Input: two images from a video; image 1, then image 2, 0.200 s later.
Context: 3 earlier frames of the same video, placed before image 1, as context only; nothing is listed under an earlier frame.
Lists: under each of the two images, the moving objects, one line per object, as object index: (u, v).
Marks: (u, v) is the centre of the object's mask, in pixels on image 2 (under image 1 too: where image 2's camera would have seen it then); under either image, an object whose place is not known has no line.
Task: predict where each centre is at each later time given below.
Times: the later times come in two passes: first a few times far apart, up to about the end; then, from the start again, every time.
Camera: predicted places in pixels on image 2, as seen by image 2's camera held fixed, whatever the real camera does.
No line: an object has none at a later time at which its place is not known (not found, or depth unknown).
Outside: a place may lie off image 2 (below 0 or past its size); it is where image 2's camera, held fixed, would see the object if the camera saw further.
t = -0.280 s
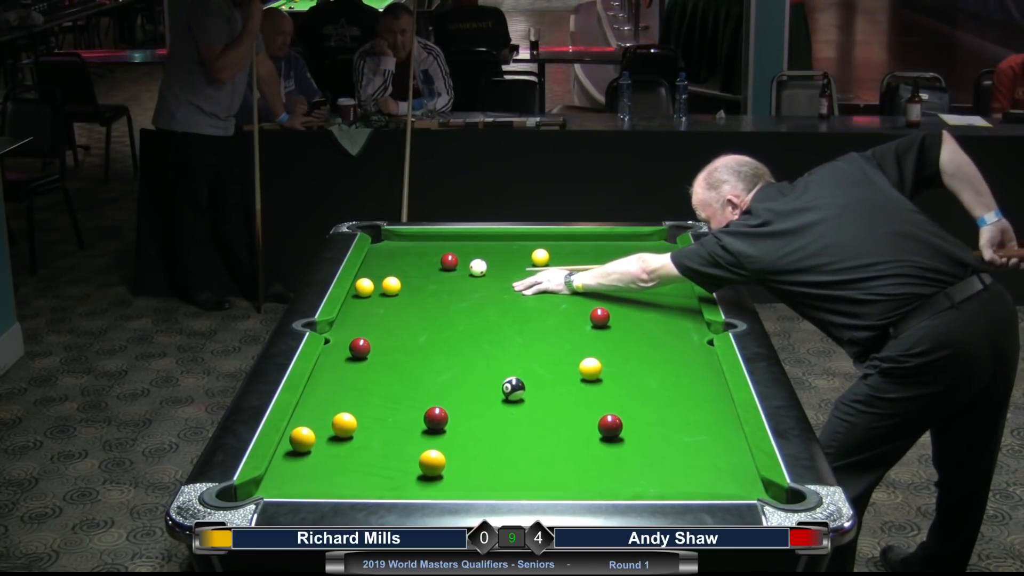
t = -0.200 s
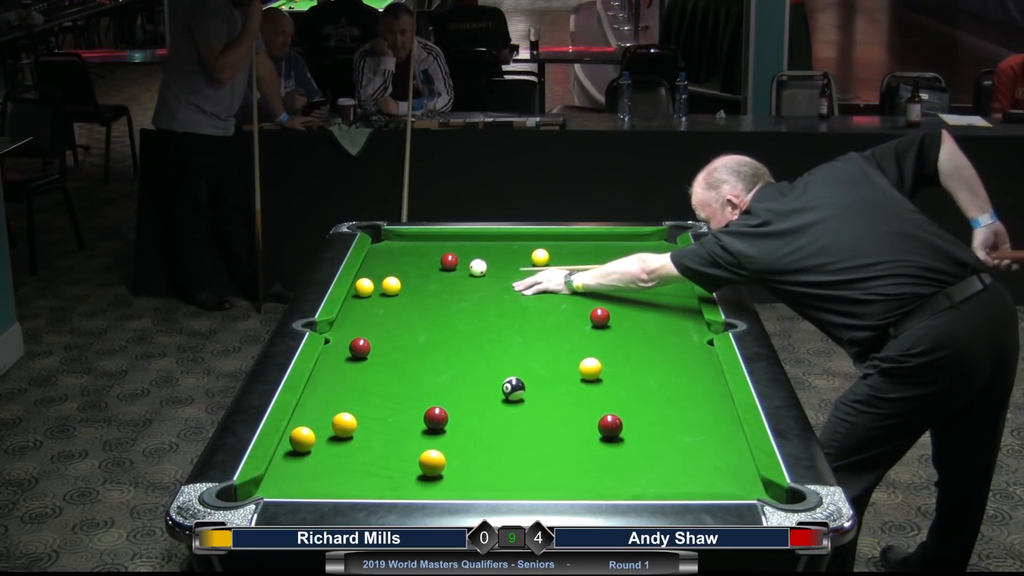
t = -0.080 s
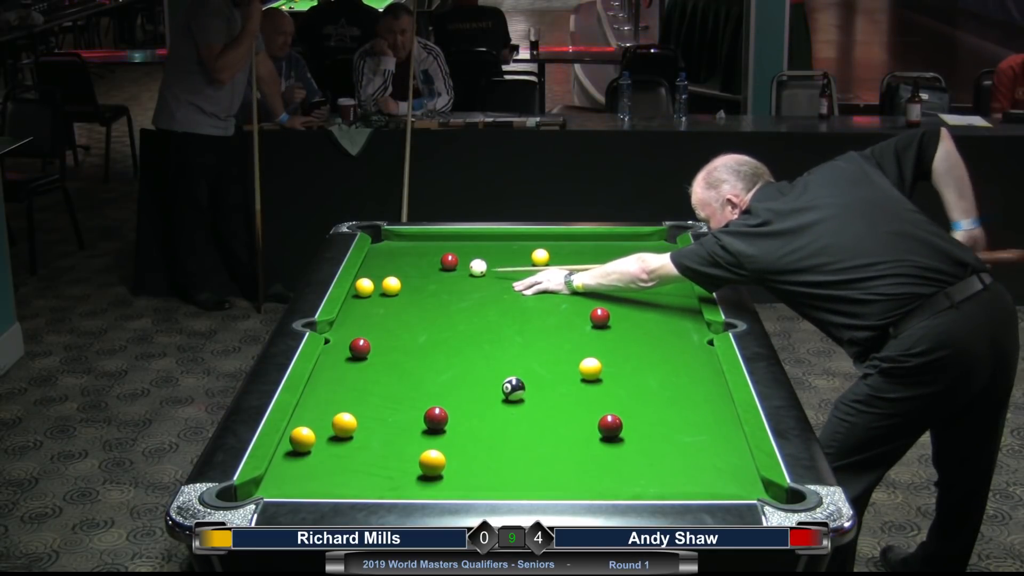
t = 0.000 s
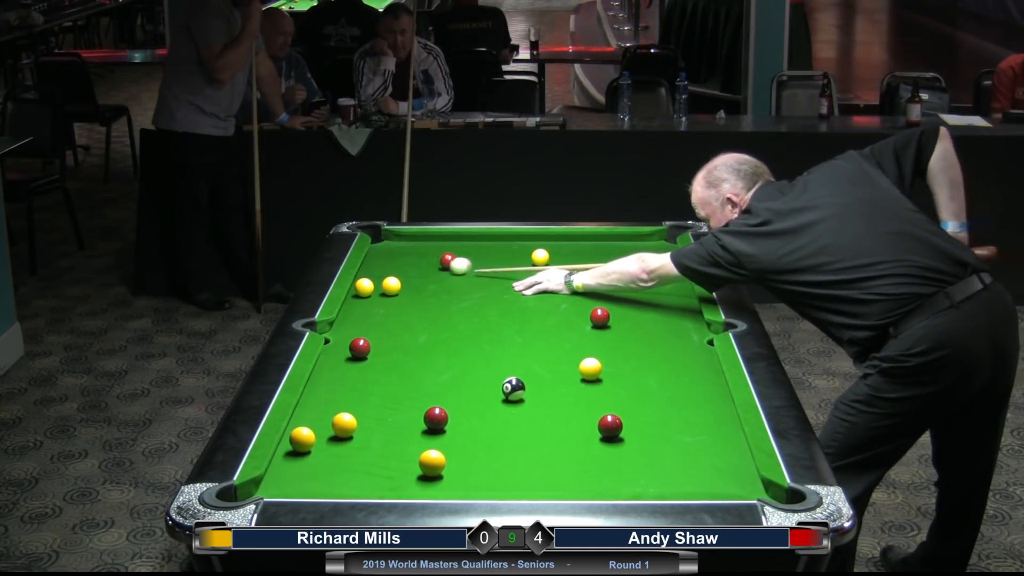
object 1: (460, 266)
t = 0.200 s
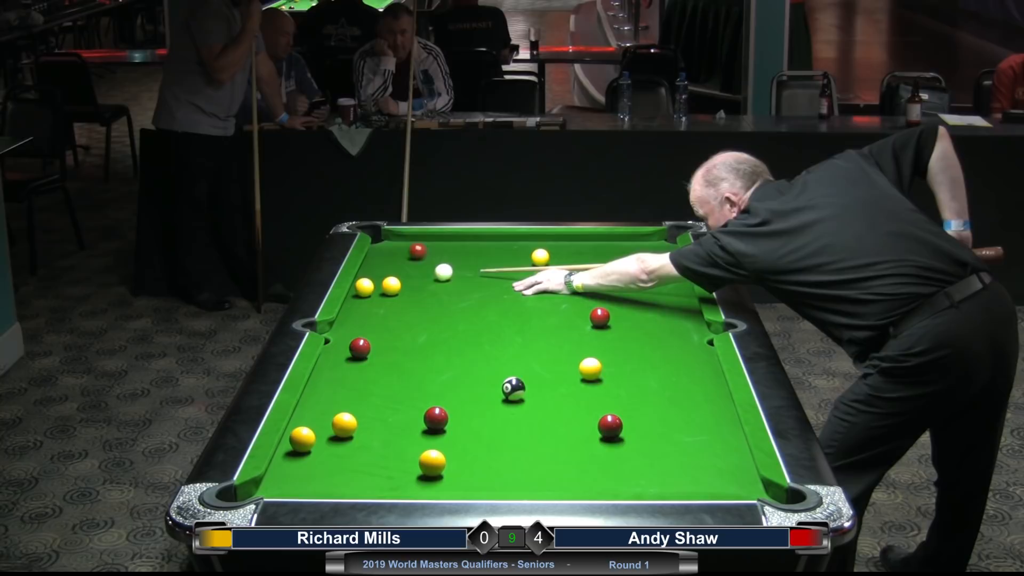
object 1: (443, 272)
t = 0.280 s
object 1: (438, 274)
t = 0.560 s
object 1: (421, 283)
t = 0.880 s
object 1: (402, 292)
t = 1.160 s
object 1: (388, 298)
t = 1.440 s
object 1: (375, 305)
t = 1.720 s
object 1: (363, 310)
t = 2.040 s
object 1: (352, 315)
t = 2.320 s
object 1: (345, 319)
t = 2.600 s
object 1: (347, 321)
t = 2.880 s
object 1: (348, 322)
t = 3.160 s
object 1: (348, 322)
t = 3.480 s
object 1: (348, 322)
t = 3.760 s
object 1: (348, 322)
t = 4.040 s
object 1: (348, 322)
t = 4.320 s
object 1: (348, 322)
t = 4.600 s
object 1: (348, 322)
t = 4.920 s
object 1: (348, 322)
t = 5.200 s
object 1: (348, 322)
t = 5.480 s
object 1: (348, 322)
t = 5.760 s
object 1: (348, 322)
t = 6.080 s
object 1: (348, 322)
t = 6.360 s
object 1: (348, 322)
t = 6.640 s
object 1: (348, 322)
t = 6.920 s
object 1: (348, 322)
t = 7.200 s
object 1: (348, 322)
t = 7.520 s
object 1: (348, 322)
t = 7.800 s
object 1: (348, 322)
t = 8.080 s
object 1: (348, 322)
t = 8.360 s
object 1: (348, 322)
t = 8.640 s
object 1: (348, 322)
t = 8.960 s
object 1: (348, 322)
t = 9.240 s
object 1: (348, 322)
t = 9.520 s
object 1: (348, 322)
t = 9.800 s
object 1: (348, 322)
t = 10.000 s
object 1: (348, 322)
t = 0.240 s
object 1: (441, 273)
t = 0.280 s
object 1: (438, 274)
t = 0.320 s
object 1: (435, 276)
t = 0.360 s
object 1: (433, 277)
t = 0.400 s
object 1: (431, 278)
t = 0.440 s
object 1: (428, 279)
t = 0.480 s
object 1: (425, 280)
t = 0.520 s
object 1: (423, 282)
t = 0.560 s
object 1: (421, 283)
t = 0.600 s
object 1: (418, 284)
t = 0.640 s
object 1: (416, 285)
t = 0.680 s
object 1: (413, 286)
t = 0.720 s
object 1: (411, 287)
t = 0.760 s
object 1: (409, 288)
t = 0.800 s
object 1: (407, 290)
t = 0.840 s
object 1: (405, 291)
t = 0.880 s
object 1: (402, 292)
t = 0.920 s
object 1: (400, 292)
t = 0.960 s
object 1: (398, 294)
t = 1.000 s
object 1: (396, 295)
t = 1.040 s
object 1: (394, 295)
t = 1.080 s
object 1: (392, 296)
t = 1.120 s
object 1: (390, 297)
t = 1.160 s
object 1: (388, 298)
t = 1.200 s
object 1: (386, 299)
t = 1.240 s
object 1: (384, 300)
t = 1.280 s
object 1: (382, 301)
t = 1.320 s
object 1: (380, 302)
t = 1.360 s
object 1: (378, 303)
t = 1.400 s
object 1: (377, 304)
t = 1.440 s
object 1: (375, 305)
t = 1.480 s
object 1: (373, 306)
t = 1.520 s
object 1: (371, 306)
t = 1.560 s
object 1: (370, 307)
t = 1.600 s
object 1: (368, 308)
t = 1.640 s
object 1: (367, 309)
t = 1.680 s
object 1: (365, 309)
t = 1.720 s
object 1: (363, 310)
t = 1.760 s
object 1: (362, 311)
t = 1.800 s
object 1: (361, 311)
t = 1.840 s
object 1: (359, 312)
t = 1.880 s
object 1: (358, 313)
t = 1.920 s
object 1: (356, 313)
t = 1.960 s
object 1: (355, 314)
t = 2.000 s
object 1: (354, 315)
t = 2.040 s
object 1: (352, 315)
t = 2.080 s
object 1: (351, 316)
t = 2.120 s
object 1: (350, 316)
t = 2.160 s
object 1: (348, 317)
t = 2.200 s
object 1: (347, 318)
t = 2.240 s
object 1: (346, 318)
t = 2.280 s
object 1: (345, 319)
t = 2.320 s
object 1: (345, 319)
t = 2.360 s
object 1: (345, 319)
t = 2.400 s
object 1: (346, 319)
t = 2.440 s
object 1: (346, 320)
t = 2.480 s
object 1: (346, 320)
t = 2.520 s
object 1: (346, 320)
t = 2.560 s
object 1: (347, 321)
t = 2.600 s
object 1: (347, 321)
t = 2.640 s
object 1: (347, 321)
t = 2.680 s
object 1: (347, 321)
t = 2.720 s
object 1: (347, 321)
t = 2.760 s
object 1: (348, 322)
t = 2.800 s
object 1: (348, 322)
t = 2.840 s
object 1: (348, 322)
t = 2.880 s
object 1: (348, 322)
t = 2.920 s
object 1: (348, 322)
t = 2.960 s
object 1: (348, 322)
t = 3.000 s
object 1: (348, 322)
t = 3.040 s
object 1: (348, 322)
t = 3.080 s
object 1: (348, 322)
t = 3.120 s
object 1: (348, 322)
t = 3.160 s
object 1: (348, 322)
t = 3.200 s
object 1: (348, 322)
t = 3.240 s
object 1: (348, 322)
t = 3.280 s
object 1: (348, 322)
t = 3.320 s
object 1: (348, 322)
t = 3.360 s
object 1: (348, 322)
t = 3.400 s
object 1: (348, 322)
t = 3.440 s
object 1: (348, 322)
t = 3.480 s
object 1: (348, 322)
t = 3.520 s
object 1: (348, 322)
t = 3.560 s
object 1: (348, 322)
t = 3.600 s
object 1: (348, 322)
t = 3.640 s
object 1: (348, 322)
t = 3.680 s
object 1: (348, 322)
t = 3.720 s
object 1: (348, 322)
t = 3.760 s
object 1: (348, 322)
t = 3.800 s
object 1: (348, 322)
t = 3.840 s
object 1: (348, 322)
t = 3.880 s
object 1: (348, 322)
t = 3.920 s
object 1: (348, 322)
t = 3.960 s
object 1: (348, 322)
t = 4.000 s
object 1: (348, 322)
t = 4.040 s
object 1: (348, 322)
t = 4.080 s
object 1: (348, 322)
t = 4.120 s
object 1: (348, 322)
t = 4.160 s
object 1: (348, 322)
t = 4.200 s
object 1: (348, 322)
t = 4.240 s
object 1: (348, 322)
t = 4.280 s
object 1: (348, 322)
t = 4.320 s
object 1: (348, 322)
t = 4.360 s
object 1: (348, 322)
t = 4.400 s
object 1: (348, 322)
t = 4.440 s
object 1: (348, 322)
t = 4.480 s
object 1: (348, 322)
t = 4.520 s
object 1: (348, 322)
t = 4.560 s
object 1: (348, 322)
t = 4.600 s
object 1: (348, 322)
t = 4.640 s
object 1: (348, 322)
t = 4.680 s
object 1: (348, 322)
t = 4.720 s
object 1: (348, 322)
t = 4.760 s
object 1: (348, 322)
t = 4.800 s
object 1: (348, 322)
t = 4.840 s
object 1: (348, 322)
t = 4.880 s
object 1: (348, 322)
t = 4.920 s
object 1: (348, 322)
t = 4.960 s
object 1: (348, 322)
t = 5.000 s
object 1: (348, 322)
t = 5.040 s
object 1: (348, 322)
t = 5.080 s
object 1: (348, 322)
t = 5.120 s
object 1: (348, 322)
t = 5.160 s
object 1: (348, 322)
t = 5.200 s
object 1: (348, 322)
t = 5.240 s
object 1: (348, 322)
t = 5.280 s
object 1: (348, 322)
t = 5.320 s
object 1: (348, 322)
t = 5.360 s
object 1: (348, 322)
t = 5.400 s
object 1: (348, 322)
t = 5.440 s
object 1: (348, 322)
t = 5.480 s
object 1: (348, 322)
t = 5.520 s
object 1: (348, 322)
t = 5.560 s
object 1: (348, 322)
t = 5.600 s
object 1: (348, 322)
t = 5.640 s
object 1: (348, 322)
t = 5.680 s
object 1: (348, 322)
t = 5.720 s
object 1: (348, 322)
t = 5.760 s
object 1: (348, 322)
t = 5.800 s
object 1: (348, 322)
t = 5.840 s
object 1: (348, 322)
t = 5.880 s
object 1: (348, 322)
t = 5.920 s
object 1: (348, 322)
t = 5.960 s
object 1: (348, 322)
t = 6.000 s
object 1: (348, 322)
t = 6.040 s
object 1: (348, 322)
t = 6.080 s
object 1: (348, 322)
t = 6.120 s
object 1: (348, 322)
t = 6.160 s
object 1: (348, 322)
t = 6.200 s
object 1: (348, 322)
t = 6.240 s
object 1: (348, 322)
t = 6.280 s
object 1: (348, 322)
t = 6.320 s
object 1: (348, 322)
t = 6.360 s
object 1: (348, 322)
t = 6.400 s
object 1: (348, 322)
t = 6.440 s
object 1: (348, 322)
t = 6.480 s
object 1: (348, 322)
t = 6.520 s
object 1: (348, 322)
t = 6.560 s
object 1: (348, 322)
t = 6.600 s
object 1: (348, 322)
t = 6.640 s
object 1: (348, 322)
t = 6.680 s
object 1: (348, 322)
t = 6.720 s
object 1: (348, 322)
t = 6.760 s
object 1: (348, 322)
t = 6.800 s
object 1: (348, 322)
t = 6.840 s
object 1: (348, 322)
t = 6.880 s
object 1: (348, 322)
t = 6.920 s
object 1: (348, 322)
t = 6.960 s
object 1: (348, 322)
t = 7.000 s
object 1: (348, 322)
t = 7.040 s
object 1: (348, 322)
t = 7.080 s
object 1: (348, 322)
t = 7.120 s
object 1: (348, 322)
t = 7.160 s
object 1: (348, 322)
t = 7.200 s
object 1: (348, 322)
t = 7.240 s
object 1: (348, 322)
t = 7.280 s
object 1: (348, 322)
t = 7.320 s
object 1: (348, 322)
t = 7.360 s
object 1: (348, 322)
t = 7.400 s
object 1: (348, 322)
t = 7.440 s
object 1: (348, 322)
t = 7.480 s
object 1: (348, 322)
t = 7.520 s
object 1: (348, 322)
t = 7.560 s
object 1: (348, 322)
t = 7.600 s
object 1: (348, 322)
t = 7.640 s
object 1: (348, 322)
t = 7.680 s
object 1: (348, 322)
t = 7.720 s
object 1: (348, 322)
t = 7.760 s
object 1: (348, 322)
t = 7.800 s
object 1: (348, 322)
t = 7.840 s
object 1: (348, 322)
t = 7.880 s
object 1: (348, 322)
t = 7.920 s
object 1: (348, 322)
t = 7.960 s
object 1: (348, 322)
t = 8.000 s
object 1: (348, 322)
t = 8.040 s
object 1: (348, 322)
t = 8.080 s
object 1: (348, 322)
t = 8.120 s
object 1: (348, 322)
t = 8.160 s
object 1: (348, 322)
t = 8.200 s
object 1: (348, 322)
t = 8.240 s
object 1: (348, 322)
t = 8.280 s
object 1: (348, 322)
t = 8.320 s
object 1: (348, 322)
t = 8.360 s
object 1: (348, 322)
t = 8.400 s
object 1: (348, 322)
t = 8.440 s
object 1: (348, 322)
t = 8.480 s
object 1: (348, 322)
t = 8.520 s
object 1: (348, 322)
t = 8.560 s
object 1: (348, 322)
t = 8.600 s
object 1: (348, 322)
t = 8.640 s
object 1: (348, 322)
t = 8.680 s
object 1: (348, 322)
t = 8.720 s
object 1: (348, 322)
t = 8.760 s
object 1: (348, 322)
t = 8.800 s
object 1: (348, 322)
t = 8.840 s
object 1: (348, 322)
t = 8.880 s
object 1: (348, 322)
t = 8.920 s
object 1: (348, 322)
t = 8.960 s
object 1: (348, 322)
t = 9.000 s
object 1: (348, 322)
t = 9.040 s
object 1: (348, 322)
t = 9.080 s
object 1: (348, 322)
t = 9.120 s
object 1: (348, 322)
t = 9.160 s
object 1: (348, 322)
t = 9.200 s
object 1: (348, 322)
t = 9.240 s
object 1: (348, 322)
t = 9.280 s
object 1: (348, 322)
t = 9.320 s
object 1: (348, 322)
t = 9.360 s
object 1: (348, 322)
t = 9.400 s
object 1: (348, 322)
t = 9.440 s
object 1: (348, 322)
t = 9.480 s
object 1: (348, 322)
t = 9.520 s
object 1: (348, 322)
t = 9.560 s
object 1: (348, 322)
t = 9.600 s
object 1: (348, 322)
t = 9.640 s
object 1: (348, 322)
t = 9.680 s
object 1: (348, 322)
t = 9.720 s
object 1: (348, 322)
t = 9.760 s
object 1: (348, 322)
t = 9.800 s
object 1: (348, 322)
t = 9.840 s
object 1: (348, 322)
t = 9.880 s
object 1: (348, 322)
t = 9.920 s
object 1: (348, 322)
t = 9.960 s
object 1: (348, 322)
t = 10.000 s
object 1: (348, 322)
